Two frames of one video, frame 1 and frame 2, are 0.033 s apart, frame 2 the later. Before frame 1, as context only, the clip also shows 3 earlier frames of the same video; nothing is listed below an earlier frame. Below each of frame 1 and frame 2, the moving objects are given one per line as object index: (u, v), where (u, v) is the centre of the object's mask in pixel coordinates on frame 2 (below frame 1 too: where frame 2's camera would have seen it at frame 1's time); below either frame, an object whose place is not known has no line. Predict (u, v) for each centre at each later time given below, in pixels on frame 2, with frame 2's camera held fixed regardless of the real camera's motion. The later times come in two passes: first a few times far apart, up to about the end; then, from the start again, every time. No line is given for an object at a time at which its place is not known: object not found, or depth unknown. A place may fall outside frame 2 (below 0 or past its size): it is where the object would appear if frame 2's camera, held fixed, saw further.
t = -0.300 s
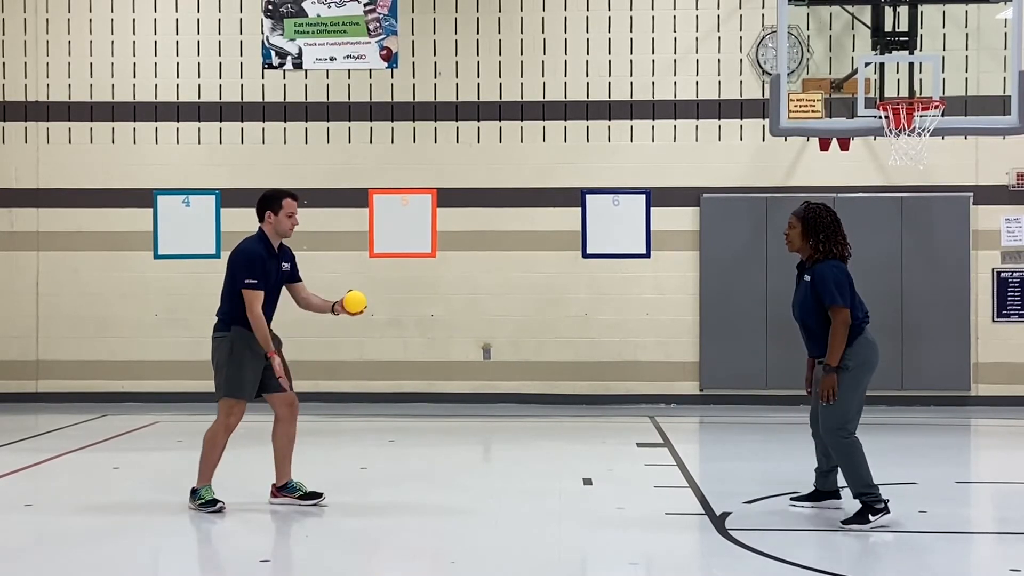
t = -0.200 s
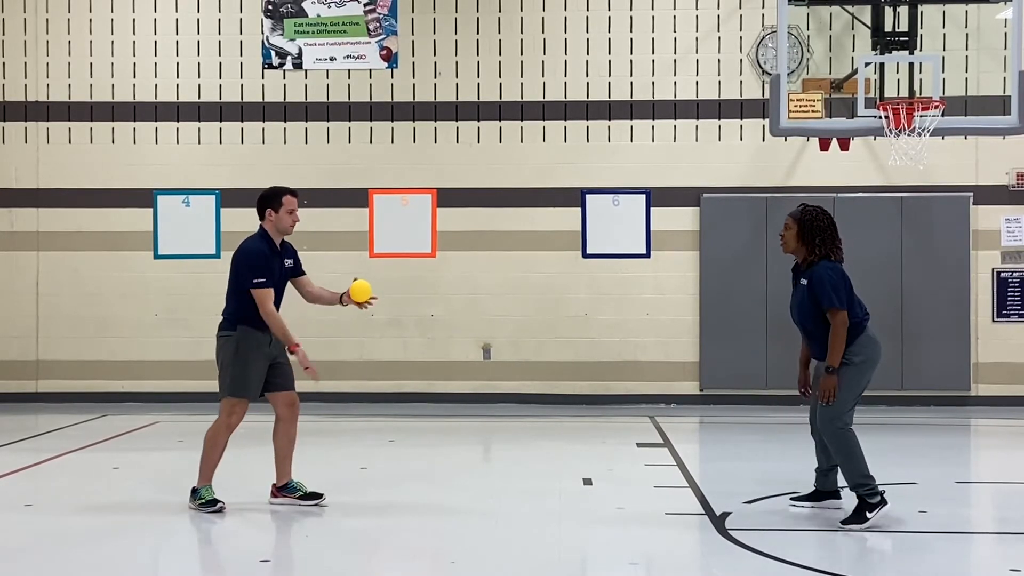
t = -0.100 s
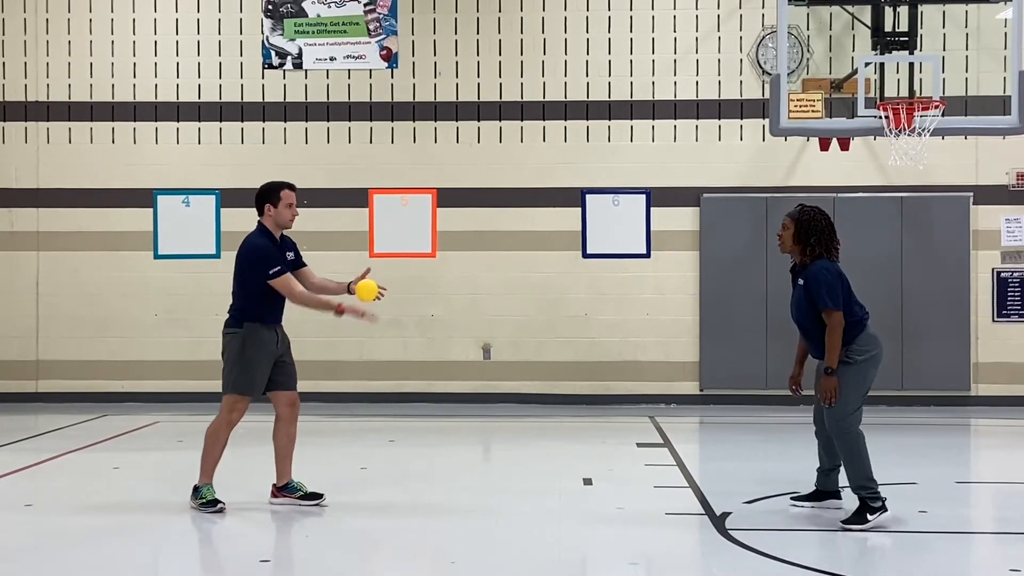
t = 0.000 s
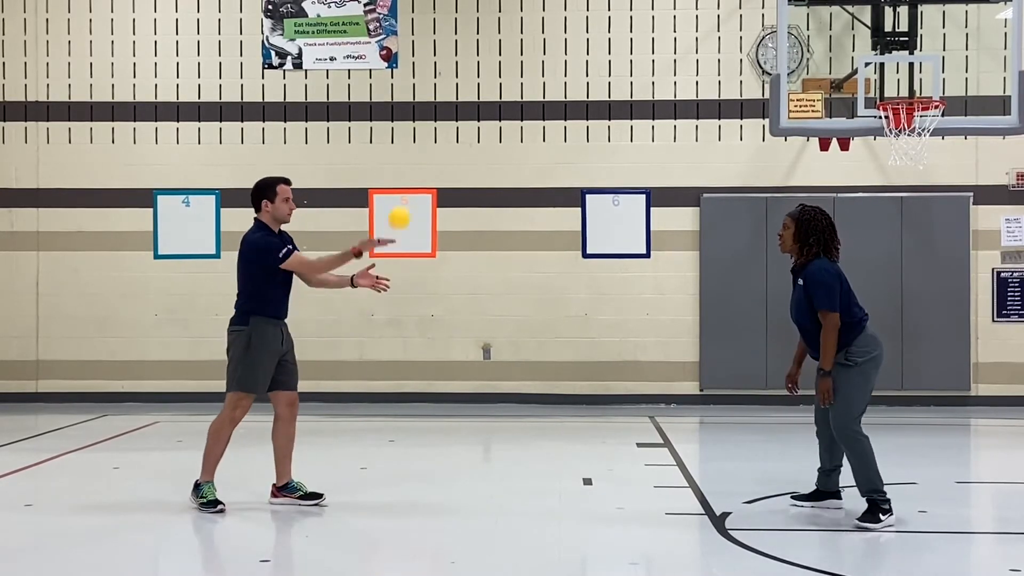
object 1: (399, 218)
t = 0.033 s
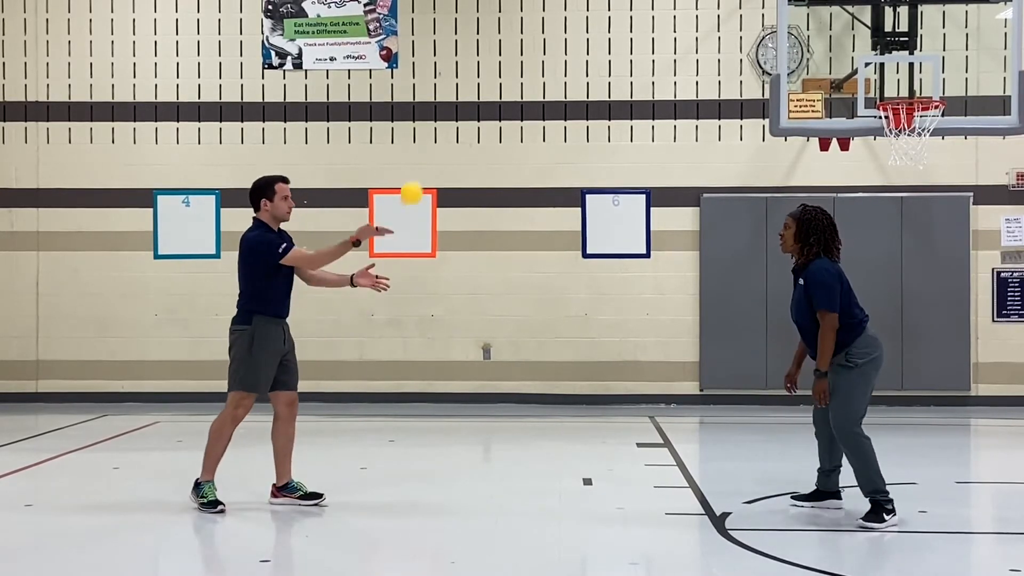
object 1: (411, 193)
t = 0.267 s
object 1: (495, 88)
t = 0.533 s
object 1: (586, 96)
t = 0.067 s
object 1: (424, 171)
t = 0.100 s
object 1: (436, 152)
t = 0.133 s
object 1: (448, 135)
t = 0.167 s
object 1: (460, 119)
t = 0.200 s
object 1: (471, 107)
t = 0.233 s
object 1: (484, 96)
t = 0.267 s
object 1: (495, 88)
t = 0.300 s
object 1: (507, 81)
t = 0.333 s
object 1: (518, 77)
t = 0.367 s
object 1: (530, 75)
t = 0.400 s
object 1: (541, 75)
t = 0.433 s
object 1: (553, 77)
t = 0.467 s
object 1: (563, 81)
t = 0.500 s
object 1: (575, 87)
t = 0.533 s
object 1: (586, 96)
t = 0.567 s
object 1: (596, 107)
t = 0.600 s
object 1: (607, 118)
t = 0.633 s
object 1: (618, 132)
